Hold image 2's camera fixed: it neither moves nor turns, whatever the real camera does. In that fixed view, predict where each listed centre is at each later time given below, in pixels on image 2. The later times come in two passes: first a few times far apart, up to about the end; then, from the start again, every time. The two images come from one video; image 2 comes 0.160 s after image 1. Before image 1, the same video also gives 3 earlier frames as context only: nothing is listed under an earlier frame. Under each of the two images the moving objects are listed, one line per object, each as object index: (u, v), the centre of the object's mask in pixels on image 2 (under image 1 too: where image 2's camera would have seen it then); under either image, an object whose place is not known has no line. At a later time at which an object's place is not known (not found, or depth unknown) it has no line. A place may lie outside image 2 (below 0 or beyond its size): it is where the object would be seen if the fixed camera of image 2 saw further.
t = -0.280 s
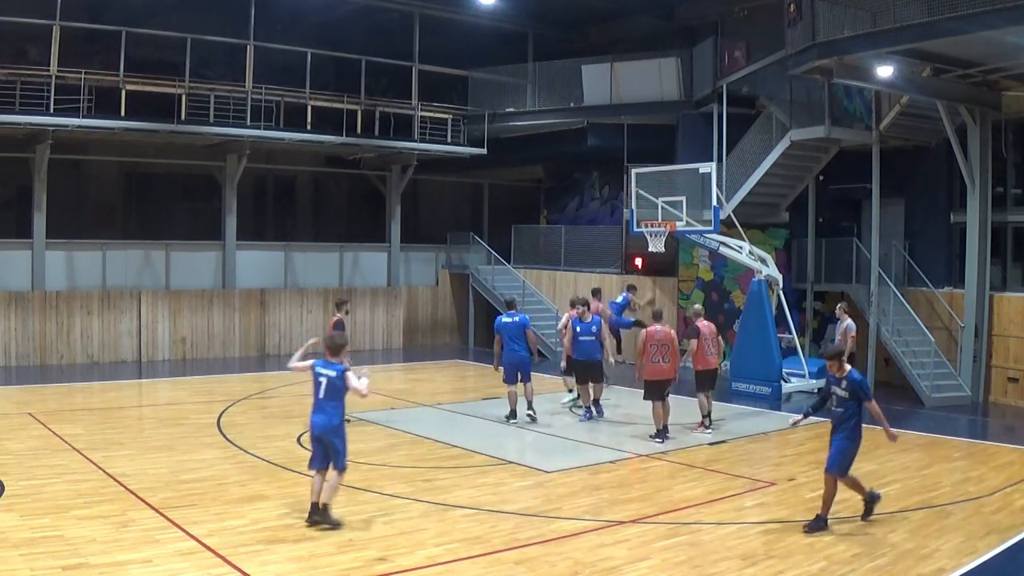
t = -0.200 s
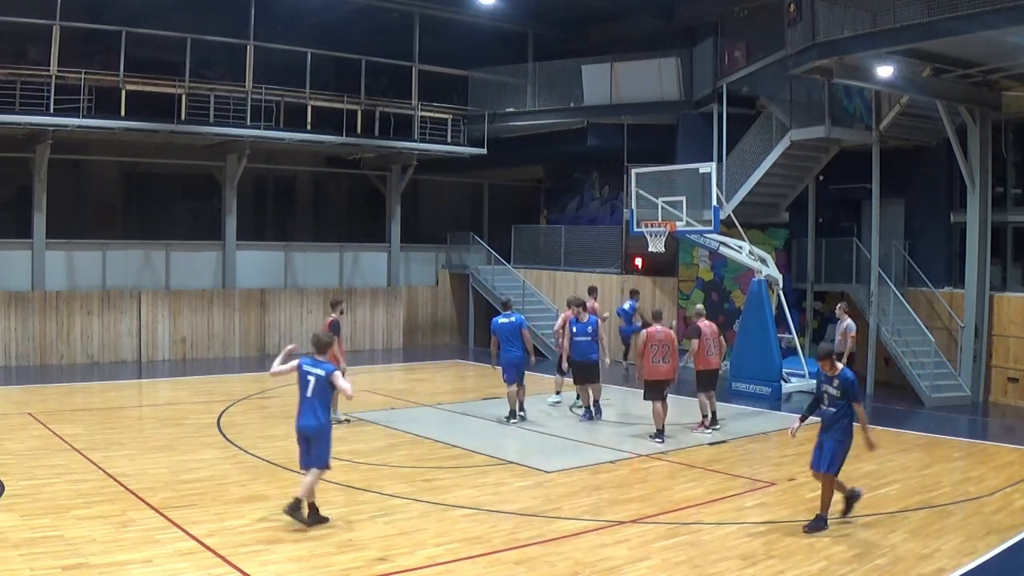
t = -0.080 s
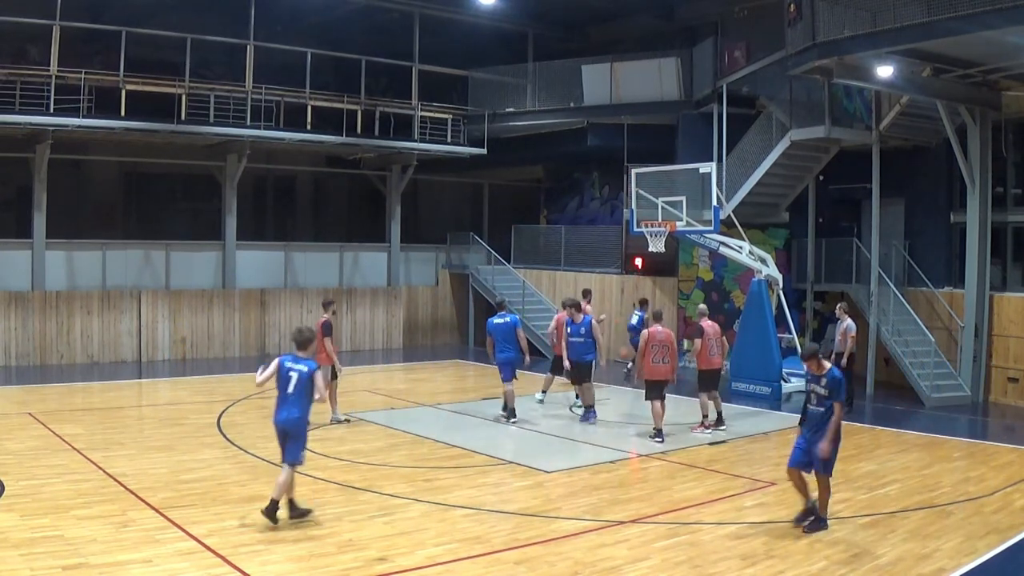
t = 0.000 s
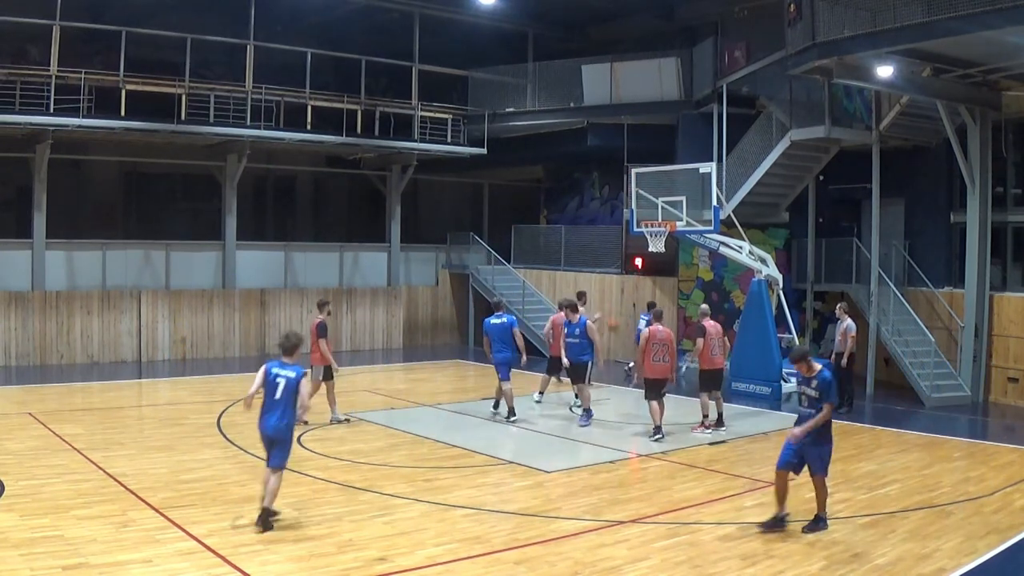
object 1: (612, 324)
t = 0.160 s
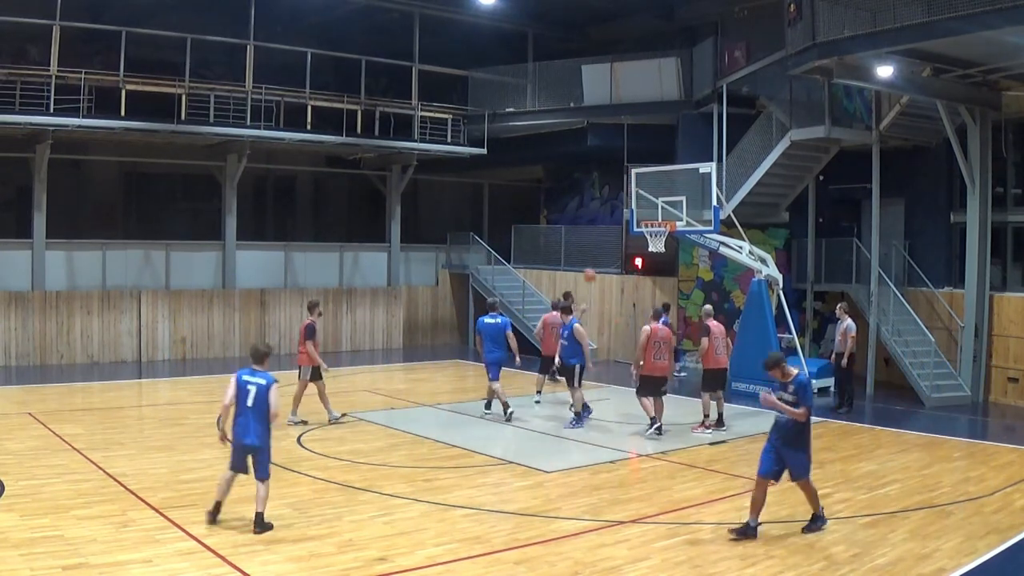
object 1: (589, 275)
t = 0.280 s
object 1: (571, 246)
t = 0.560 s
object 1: (526, 206)
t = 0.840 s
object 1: (479, 206)
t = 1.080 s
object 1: (437, 238)
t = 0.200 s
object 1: (583, 263)
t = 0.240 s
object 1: (577, 255)
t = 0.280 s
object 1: (571, 246)
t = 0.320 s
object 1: (565, 238)
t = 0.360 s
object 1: (558, 230)
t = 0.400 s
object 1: (552, 224)
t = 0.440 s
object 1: (546, 218)
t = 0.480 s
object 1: (539, 213)
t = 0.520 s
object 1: (533, 209)
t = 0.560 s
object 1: (526, 206)
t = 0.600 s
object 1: (520, 203)
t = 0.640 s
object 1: (513, 202)
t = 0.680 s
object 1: (506, 201)
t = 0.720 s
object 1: (500, 201)
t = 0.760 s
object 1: (493, 201)
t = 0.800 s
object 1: (486, 203)
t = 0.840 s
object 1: (479, 206)
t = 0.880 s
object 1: (472, 209)
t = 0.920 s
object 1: (465, 213)
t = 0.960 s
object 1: (458, 217)
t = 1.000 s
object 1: (451, 225)
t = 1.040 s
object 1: (444, 232)
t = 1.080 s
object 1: (437, 238)
